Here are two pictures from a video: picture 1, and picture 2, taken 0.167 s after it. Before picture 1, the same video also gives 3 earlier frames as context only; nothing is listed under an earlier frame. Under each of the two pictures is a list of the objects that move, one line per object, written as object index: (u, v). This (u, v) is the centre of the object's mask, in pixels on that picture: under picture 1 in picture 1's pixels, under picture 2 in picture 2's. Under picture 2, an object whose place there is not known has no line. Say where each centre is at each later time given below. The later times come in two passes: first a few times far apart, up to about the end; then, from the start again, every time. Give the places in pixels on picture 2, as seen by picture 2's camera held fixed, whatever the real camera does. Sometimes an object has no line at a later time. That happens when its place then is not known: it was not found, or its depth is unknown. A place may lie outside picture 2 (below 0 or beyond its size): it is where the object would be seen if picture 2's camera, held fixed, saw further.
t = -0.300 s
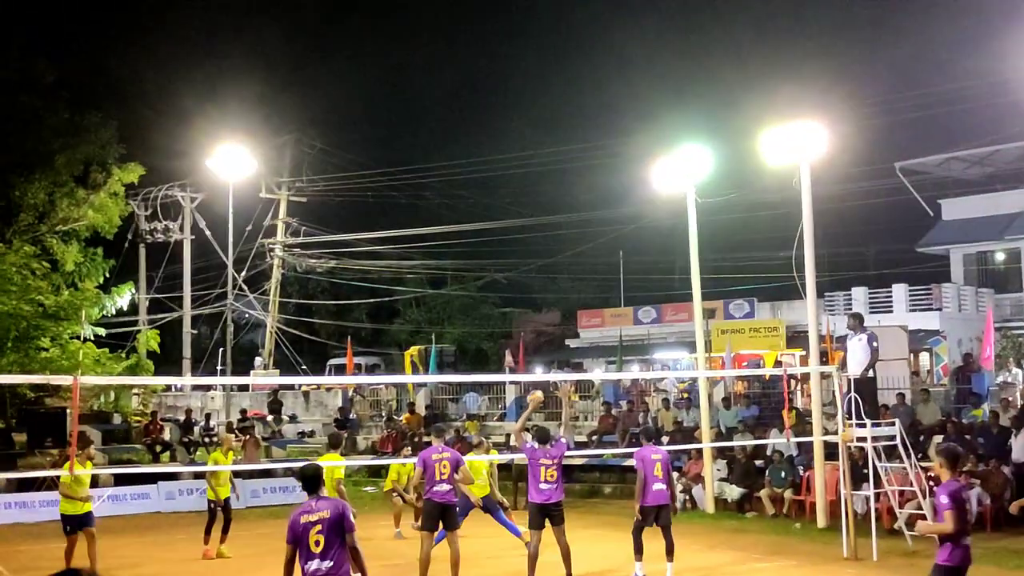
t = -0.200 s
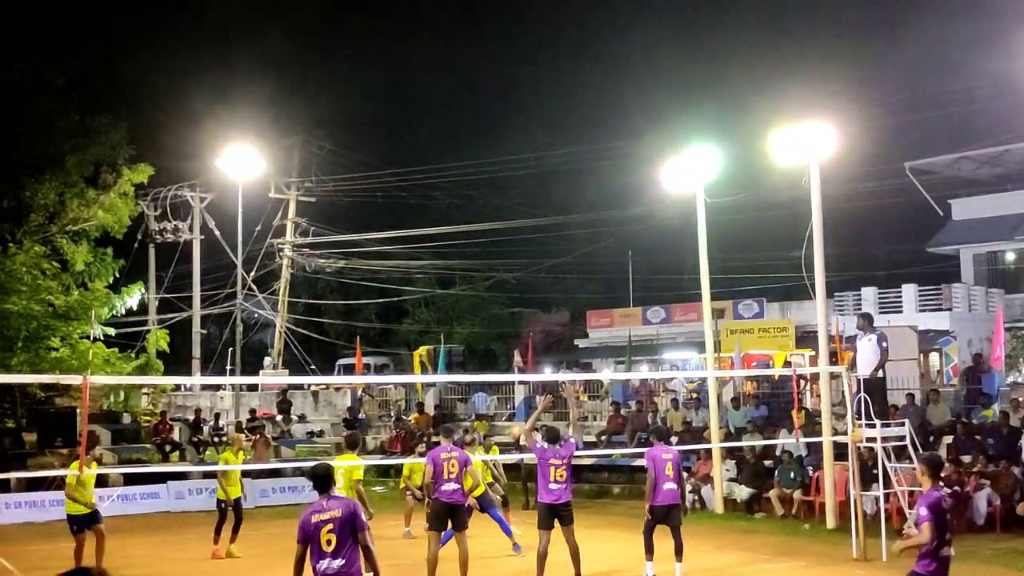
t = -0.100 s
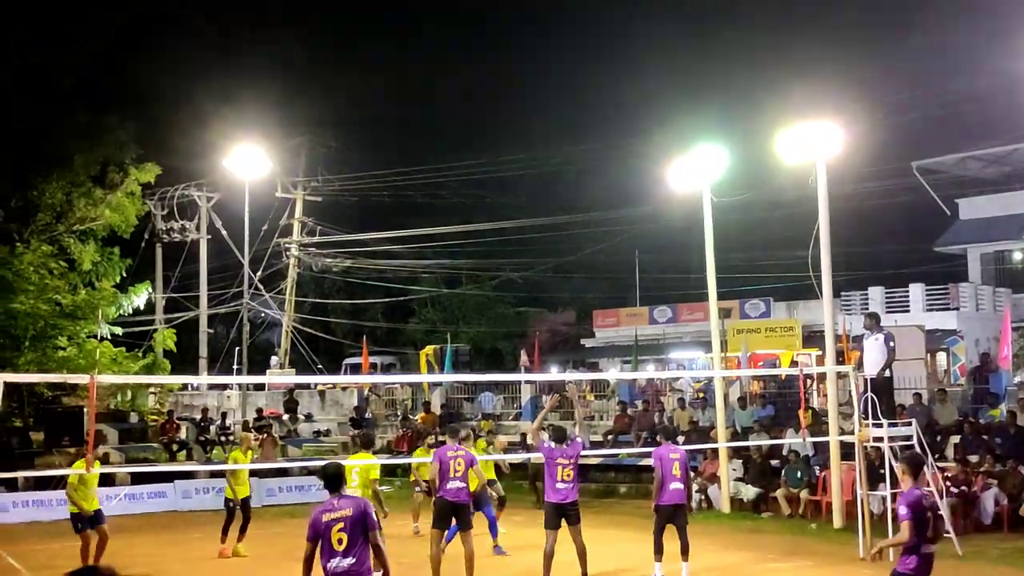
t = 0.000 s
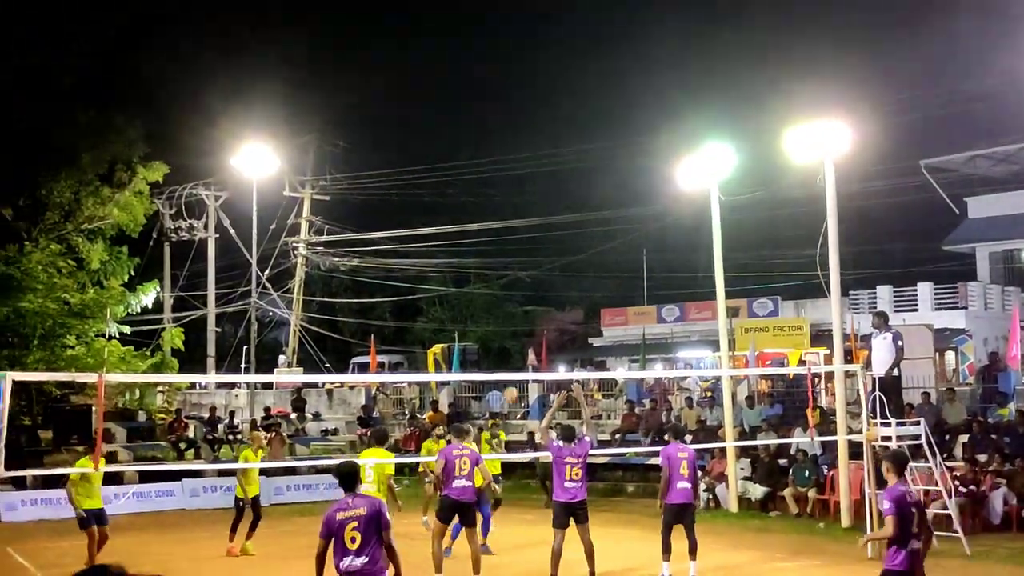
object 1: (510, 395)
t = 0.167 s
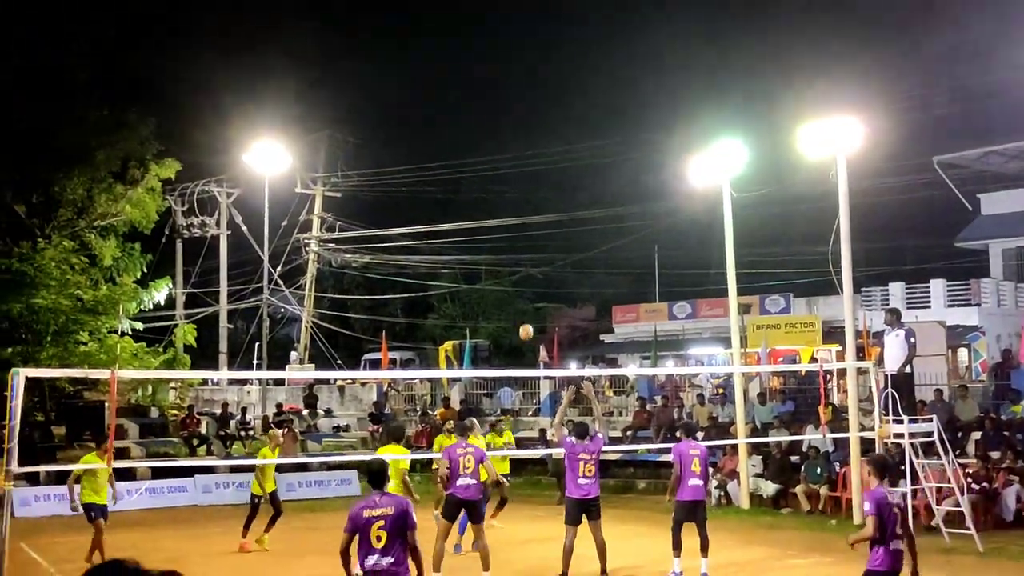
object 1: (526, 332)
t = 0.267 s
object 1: (529, 299)
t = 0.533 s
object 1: (539, 241)
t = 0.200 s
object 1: (527, 320)
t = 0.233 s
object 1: (528, 309)
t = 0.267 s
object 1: (529, 299)
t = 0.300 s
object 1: (531, 285)
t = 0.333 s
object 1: (531, 281)
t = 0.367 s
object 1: (533, 272)
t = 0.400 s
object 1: (534, 265)
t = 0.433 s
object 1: (536, 258)
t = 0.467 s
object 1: (536, 251)
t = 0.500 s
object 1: (538, 243)
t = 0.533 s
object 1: (539, 241)
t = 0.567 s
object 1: (540, 236)
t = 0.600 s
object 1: (542, 231)
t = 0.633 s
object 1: (542, 230)
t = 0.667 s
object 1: (544, 228)
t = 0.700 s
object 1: (545, 226)
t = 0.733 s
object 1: (546, 225)
